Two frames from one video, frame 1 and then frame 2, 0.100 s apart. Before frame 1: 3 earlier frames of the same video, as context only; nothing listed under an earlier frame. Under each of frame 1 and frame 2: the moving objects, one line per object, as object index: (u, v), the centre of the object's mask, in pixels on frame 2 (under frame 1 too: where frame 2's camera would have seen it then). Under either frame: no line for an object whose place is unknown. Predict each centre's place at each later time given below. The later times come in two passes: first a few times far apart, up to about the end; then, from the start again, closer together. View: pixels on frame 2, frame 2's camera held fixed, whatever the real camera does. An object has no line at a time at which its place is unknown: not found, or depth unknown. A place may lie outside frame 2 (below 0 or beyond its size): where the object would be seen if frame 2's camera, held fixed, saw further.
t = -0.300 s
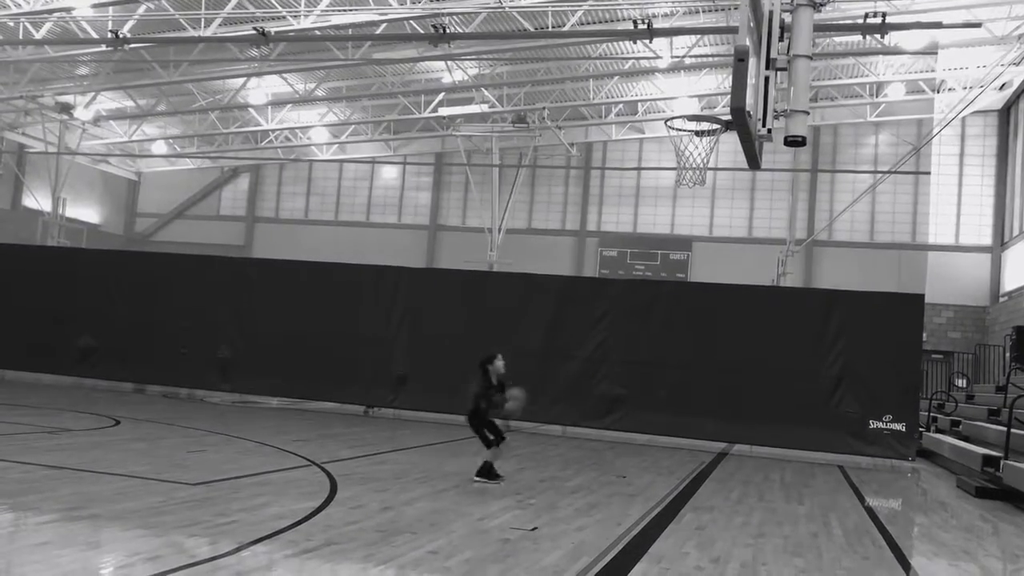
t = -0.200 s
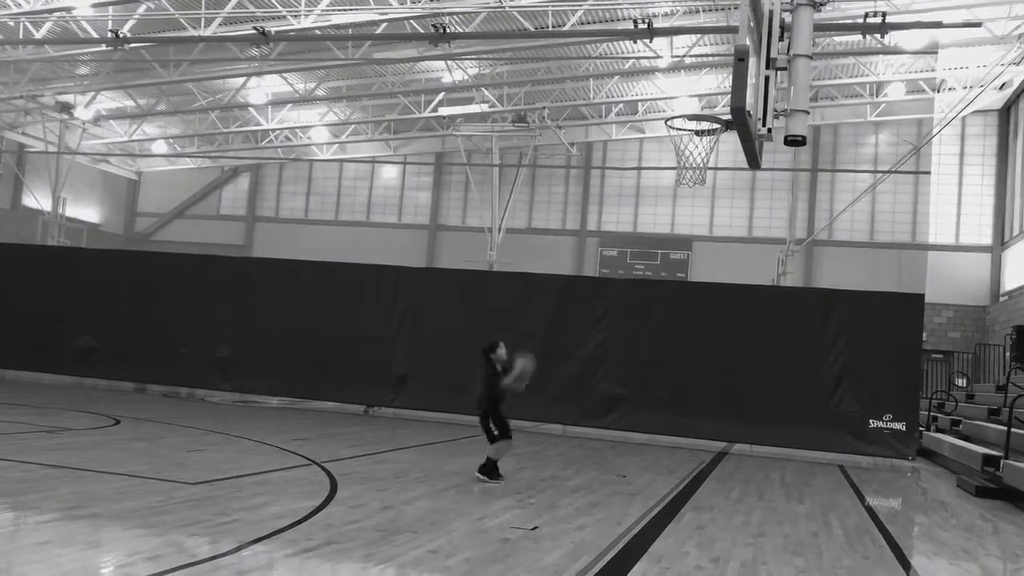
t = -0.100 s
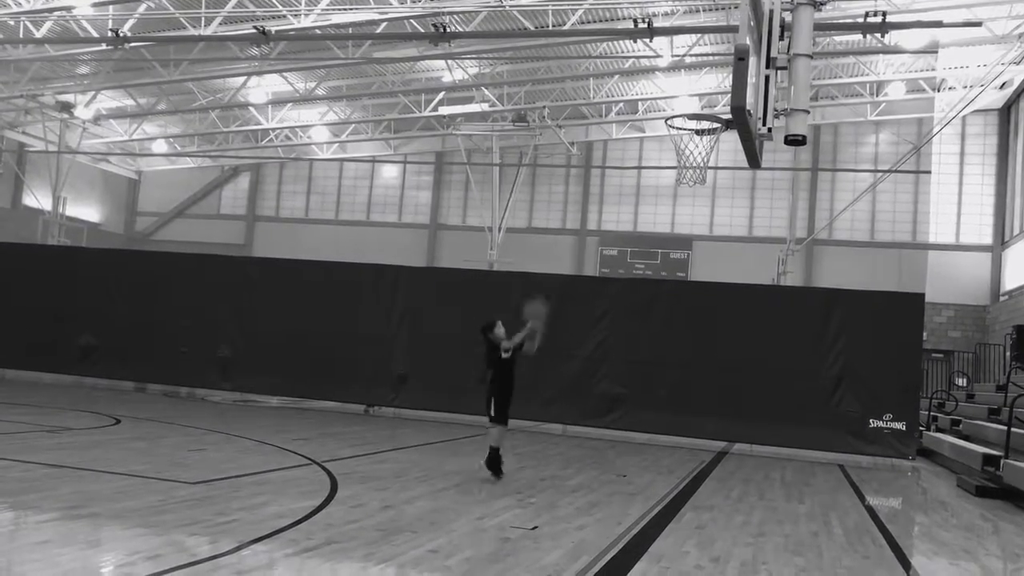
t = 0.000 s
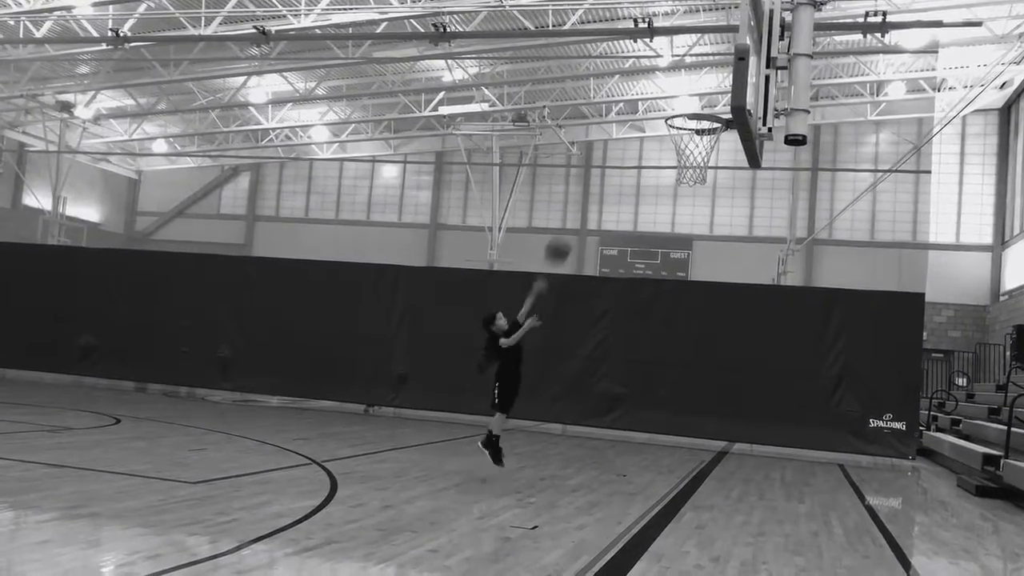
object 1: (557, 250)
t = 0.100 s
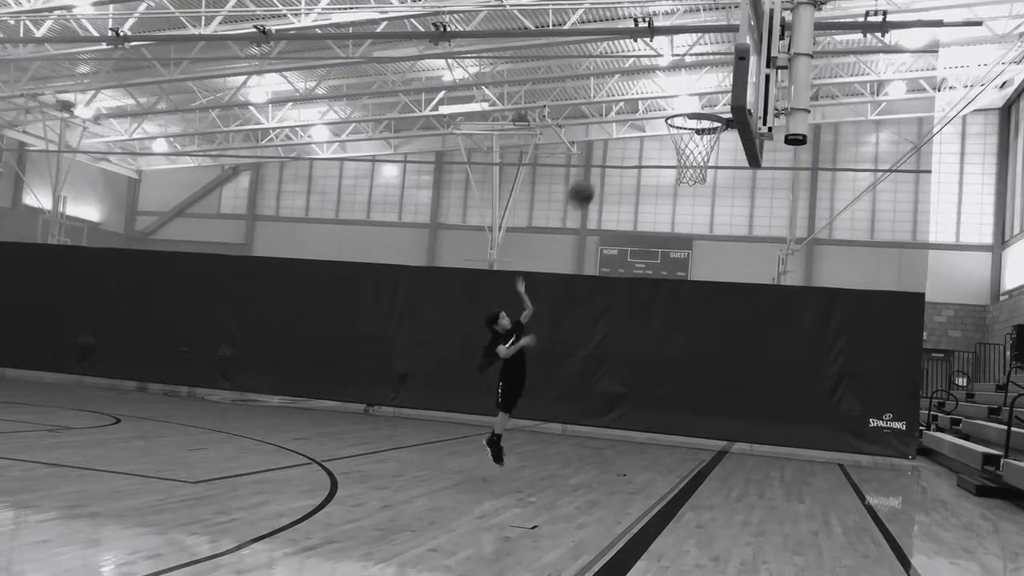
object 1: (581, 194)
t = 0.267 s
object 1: (619, 123)
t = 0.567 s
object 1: (682, 74)
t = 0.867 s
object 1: (721, 94)
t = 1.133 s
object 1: (689, 96)
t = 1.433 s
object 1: (678, 109)
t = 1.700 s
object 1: (688, 153)
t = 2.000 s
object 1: (703, 217)
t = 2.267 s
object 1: (709, 361)
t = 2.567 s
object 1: (722, 415)
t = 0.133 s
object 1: (589, 177)
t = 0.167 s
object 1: (596, 161)
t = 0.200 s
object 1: (604, 147)
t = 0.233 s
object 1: (611, 135)
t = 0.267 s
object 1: (619, 123)
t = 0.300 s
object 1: (627, 113)
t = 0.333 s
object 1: (633, 104)
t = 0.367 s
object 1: (640, 96)
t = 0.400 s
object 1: (648, 89)
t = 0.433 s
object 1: (655, 82)
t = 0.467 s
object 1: (662, 79)
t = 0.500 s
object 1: (669, 76)
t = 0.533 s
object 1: (676, 74)
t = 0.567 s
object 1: (682, 74)
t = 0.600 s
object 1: (689, 75)
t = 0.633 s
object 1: (695, 77)
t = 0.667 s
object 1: (702, 81)
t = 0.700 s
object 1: (710, 87)
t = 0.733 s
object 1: (716, 93)
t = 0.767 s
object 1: (720, 101)
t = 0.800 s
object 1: (723, 100)
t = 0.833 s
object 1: (724, 96)
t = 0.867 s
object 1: (721, 94)
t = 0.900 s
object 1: (718, 92)
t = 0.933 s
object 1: (712, 92)
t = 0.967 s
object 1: (707, 94)
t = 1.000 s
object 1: (701, 96)
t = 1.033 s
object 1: (696, 99)
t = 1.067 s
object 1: (693, 98)
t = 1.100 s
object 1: (691, 96)
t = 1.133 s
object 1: (689, 96)
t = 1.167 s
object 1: (687, 97)
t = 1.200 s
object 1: (685, 100)
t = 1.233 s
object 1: (682, 102)
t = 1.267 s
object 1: (681, 102)
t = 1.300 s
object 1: (680, 102)
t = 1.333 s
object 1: (679, 104)
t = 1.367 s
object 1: (678, 104)
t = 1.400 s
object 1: (678, 105)
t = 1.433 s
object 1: (678, 109)
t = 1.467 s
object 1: (678, 114)
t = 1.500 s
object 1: (679, 118)
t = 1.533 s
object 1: (680, 124)
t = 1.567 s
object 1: (681, 128)
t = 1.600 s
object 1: (683, 136)
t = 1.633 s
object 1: (684, 142)
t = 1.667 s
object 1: (686, 148)
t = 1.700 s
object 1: (688, 153)
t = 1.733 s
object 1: (690, 159)
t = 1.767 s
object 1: (692, 163)
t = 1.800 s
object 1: (694, 166)
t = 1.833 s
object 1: (697, 171)
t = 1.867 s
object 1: (697, 177)
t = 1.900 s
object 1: (699, 188)
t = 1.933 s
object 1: (700, 194)
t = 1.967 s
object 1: (701, 205)
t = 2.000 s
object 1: (703, 217)
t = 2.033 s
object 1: (704, 230)
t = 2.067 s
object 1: (706, 245)
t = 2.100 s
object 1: (706, 261)
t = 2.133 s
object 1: (707, 277)
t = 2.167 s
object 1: (707, 295)
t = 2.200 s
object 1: (708, 316)
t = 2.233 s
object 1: (708, 338)
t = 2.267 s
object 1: (709, 361)
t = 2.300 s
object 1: (710, 386)
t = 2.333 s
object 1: (710, 409)
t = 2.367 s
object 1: (709, 437)
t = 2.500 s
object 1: (717, 451)
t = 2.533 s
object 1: (719, 431)
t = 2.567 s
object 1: (722, 415)
